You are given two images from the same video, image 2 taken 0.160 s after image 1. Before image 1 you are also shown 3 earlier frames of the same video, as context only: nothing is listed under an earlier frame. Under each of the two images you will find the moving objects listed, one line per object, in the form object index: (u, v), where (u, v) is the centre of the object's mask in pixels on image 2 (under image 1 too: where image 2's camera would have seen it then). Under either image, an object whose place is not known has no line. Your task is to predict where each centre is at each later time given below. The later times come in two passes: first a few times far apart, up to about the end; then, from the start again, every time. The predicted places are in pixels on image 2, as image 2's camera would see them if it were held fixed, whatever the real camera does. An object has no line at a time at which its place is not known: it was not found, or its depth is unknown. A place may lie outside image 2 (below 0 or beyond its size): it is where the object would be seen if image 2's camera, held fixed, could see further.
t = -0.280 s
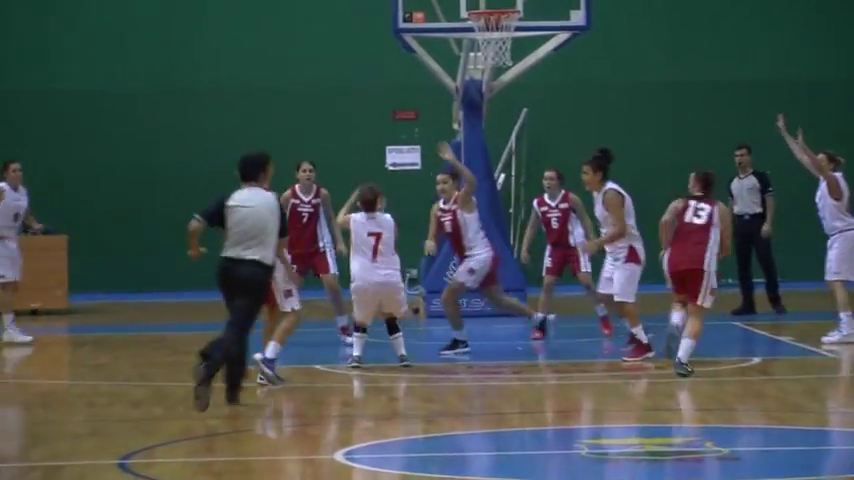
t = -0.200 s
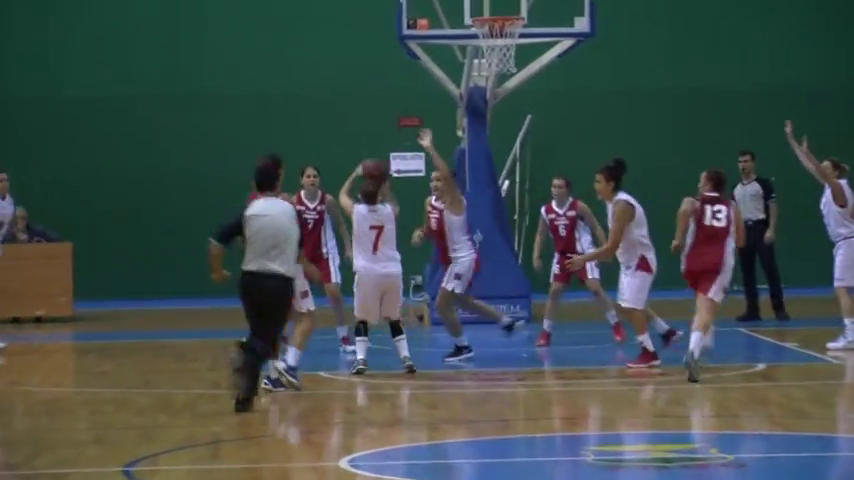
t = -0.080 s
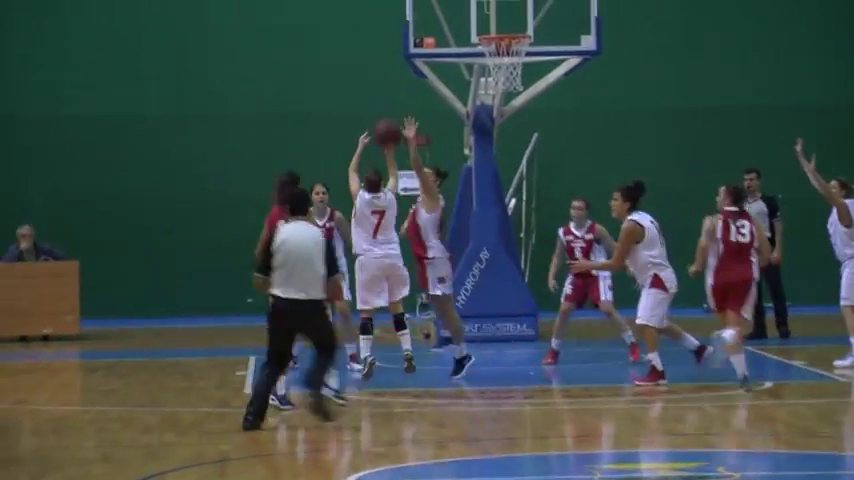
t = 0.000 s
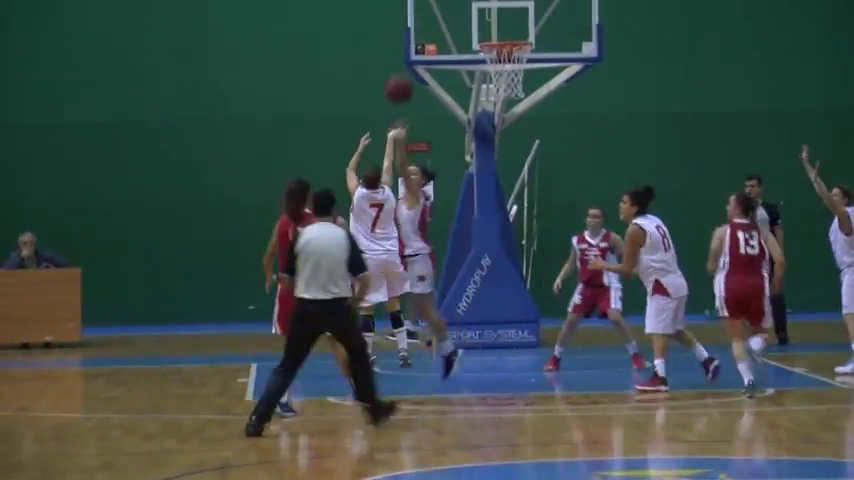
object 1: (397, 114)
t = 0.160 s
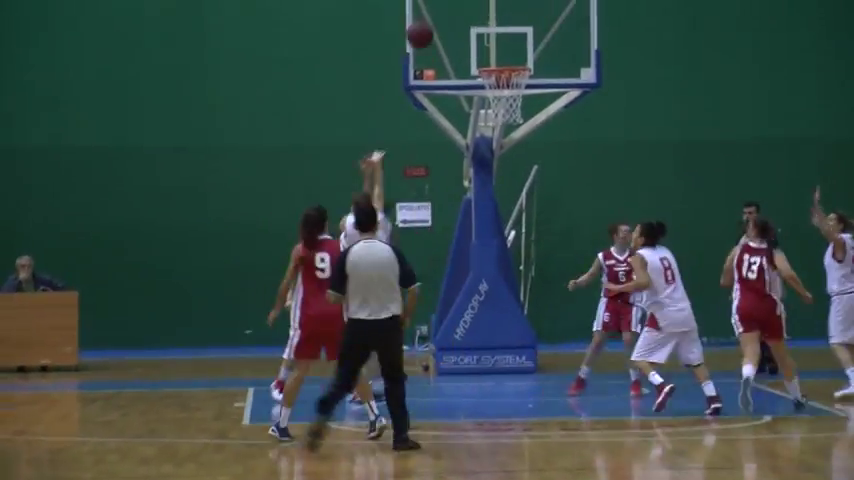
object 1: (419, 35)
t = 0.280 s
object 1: (435, -2)
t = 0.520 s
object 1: (466, -26)
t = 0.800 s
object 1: (499, 25)
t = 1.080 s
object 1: (483, 116)
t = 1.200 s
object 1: (467, 128)
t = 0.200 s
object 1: (425, 20)
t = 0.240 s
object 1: (430, 8)
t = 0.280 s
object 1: (435, -2)
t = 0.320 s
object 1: (441, -9)
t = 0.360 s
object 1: (446, -15)
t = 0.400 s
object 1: (451, -21)
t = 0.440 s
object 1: (456, -25)
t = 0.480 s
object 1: (460, -27)
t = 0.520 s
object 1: (466, -26)
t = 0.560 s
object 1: (470, -23)
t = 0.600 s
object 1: (476, -19)
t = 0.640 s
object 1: (481, -13)
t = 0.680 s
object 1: (485, -6)
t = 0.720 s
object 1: (489, 3)
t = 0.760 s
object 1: (495, 13)
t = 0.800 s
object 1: (499, 25)
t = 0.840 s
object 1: (504, 39)
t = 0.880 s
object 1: (508, 54)
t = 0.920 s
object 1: (513, 71)
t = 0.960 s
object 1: (505, 85)
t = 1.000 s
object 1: (498, 87)
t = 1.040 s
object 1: (486, 107)
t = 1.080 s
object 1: (483, 116)
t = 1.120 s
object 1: (476, 115)
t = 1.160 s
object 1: (472, 121)
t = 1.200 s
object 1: (467, 128)
